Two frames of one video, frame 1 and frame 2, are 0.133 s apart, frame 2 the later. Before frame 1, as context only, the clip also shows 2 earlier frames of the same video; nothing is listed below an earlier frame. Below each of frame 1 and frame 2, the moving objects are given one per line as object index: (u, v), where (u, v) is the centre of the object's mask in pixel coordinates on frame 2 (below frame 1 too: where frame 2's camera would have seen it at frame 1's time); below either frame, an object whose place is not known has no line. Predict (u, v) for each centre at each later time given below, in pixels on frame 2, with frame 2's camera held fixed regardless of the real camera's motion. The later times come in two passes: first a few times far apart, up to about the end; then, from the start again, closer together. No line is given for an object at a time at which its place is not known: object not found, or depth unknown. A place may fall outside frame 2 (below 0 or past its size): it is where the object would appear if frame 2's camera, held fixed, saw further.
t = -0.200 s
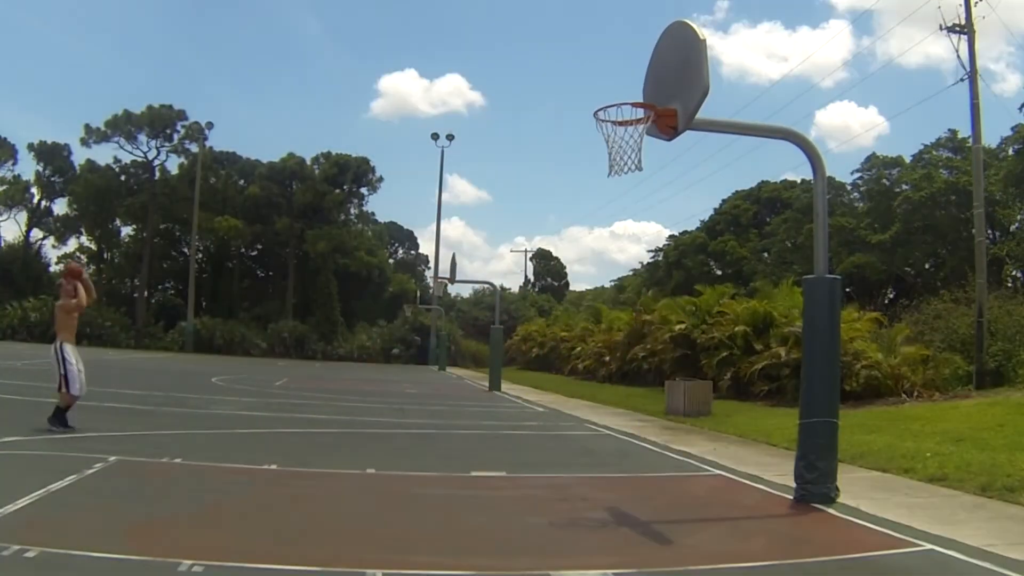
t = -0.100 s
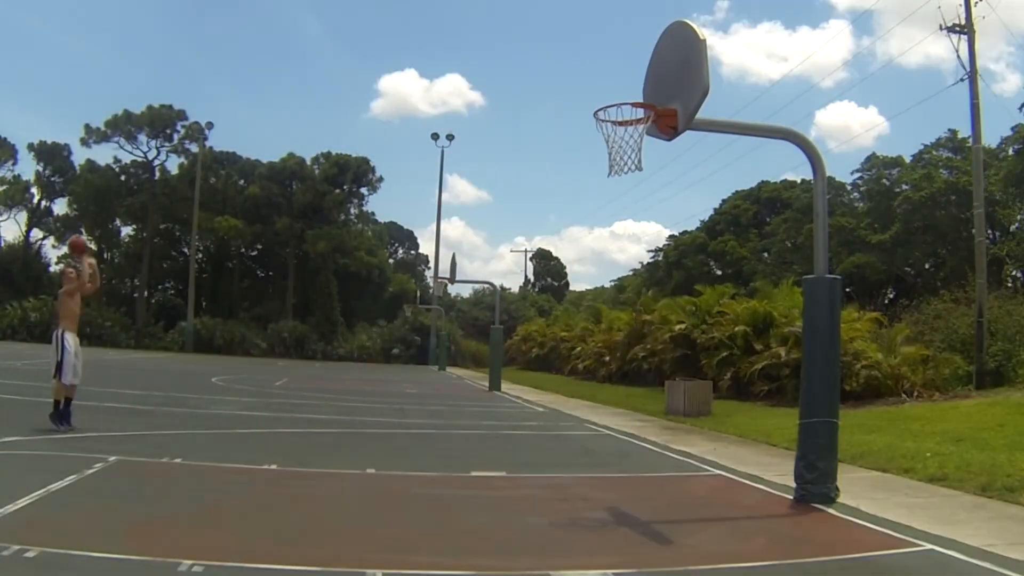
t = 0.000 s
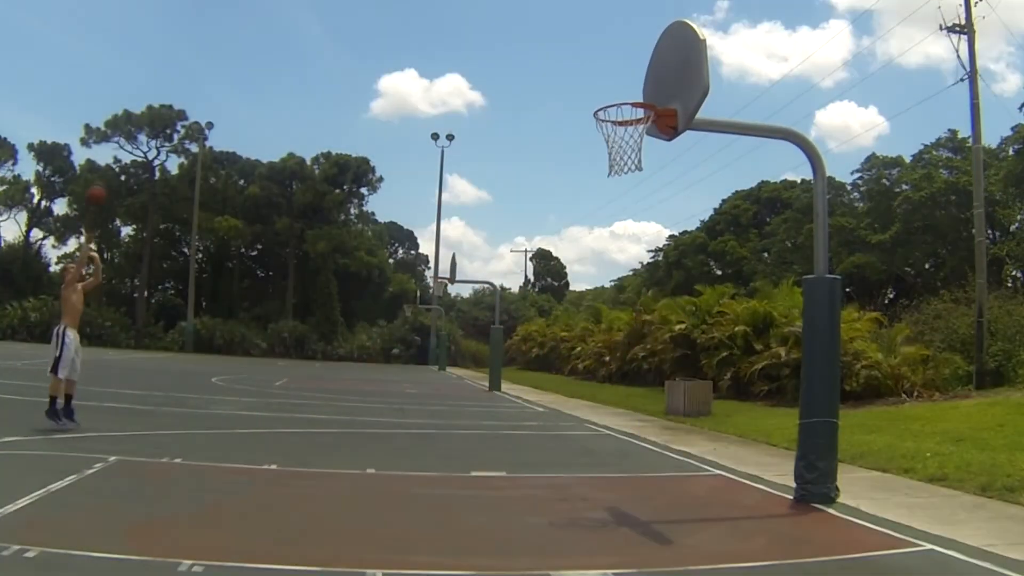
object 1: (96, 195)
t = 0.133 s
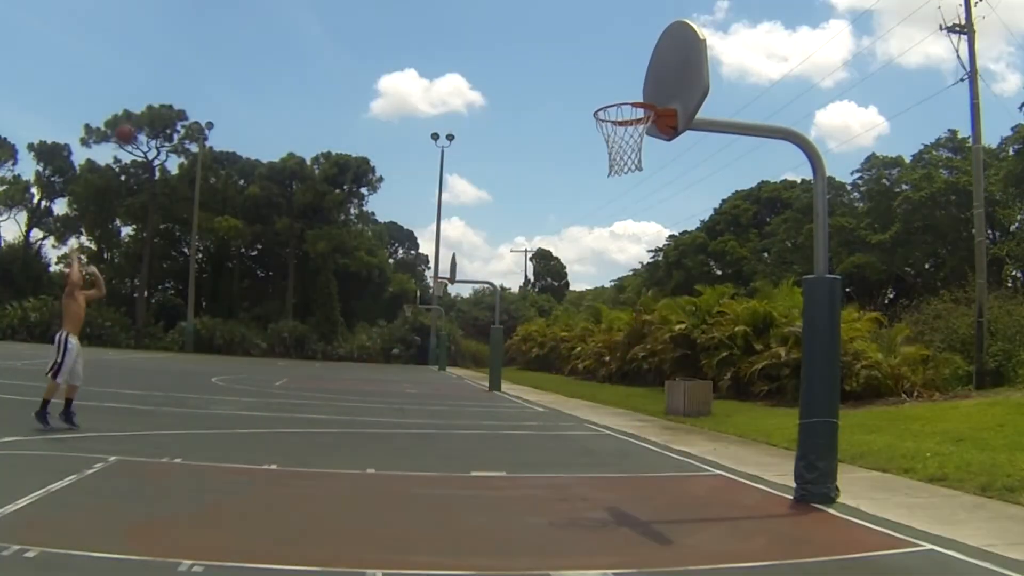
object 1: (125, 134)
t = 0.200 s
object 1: (140, 109)
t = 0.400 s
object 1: (183, 56)
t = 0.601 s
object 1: (224, 35)
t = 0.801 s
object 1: (264, 49)
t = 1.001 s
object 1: (303, 101)
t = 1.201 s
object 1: (345, 200)
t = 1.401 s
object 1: (392, 350)
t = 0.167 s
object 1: (133, 121)
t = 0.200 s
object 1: (140, 109)
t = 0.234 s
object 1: (147, 98)
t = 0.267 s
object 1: (154, 88)
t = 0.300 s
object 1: (161, 79)
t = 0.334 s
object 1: (168, 70)
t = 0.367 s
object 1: (176, 62)
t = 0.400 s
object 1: (183, 56)
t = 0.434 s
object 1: (190, 50)
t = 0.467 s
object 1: (197, 45)
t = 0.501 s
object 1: (203, 41)
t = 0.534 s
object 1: (210, 38)
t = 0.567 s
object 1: (217, 36)
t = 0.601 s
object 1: (224, 35)
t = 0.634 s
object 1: (230, 35)
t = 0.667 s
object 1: (237, 36)
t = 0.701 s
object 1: (244, 38)
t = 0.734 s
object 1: (250, 41)
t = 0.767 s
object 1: (257, 44)
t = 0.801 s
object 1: (264, 49)
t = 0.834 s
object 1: (270, 55)
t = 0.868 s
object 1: (277, 62)
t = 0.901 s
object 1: (283, 70)
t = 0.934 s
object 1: (290, 79)
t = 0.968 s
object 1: (296, 90)
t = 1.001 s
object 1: (303, 101)
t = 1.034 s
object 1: (310, 114)
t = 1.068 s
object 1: (316, 129)
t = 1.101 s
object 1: (323, 144)
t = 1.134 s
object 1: (331, 160)
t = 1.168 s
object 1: (338, 179)
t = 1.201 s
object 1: (345, 200)
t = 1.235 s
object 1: (352, 220)
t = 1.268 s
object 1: (361, 242)
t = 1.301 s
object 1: (368, 268)
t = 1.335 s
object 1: (375, 293)
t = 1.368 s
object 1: (383, 320)
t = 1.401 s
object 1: (392, 350)
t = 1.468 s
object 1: (406, 410)
